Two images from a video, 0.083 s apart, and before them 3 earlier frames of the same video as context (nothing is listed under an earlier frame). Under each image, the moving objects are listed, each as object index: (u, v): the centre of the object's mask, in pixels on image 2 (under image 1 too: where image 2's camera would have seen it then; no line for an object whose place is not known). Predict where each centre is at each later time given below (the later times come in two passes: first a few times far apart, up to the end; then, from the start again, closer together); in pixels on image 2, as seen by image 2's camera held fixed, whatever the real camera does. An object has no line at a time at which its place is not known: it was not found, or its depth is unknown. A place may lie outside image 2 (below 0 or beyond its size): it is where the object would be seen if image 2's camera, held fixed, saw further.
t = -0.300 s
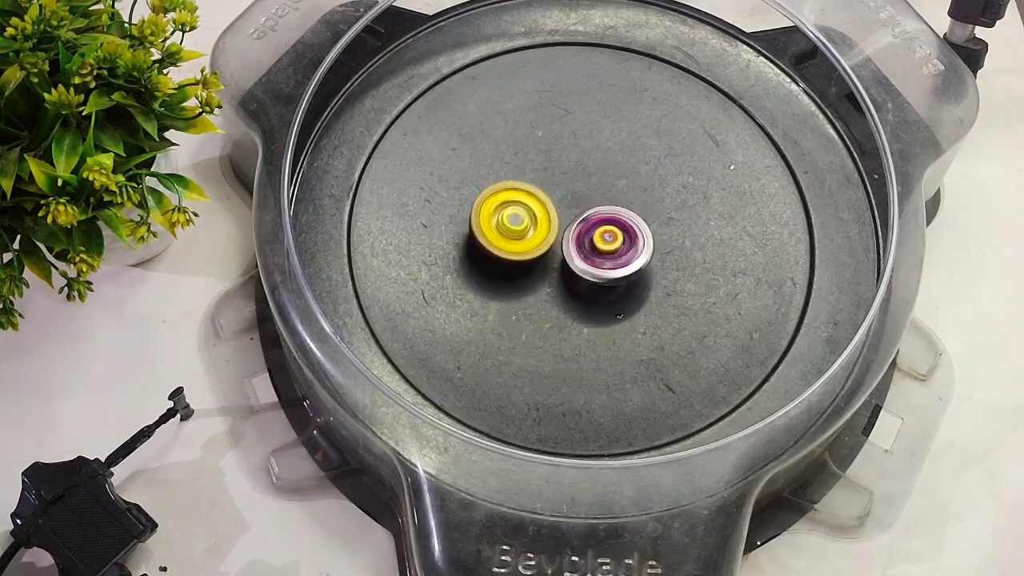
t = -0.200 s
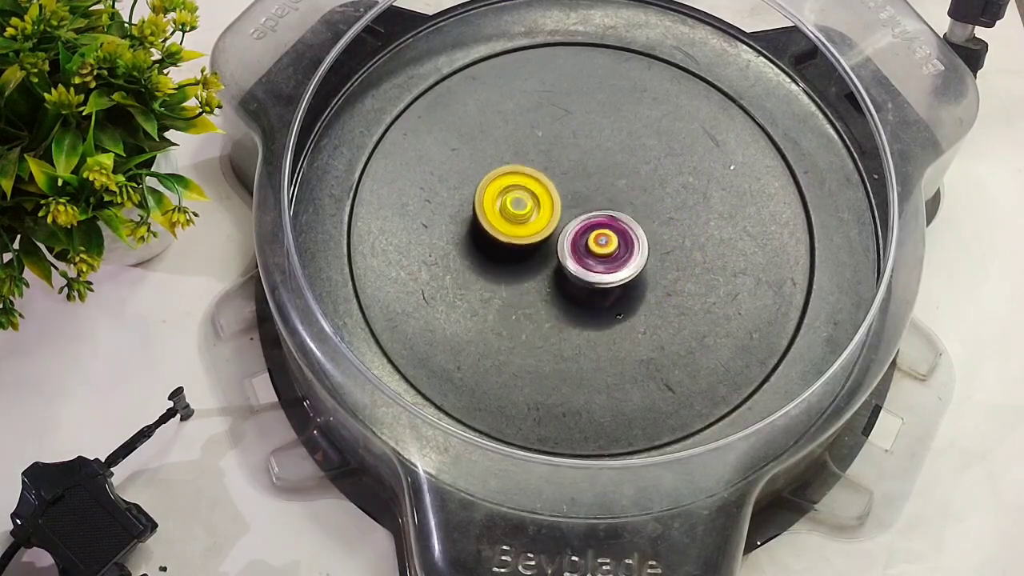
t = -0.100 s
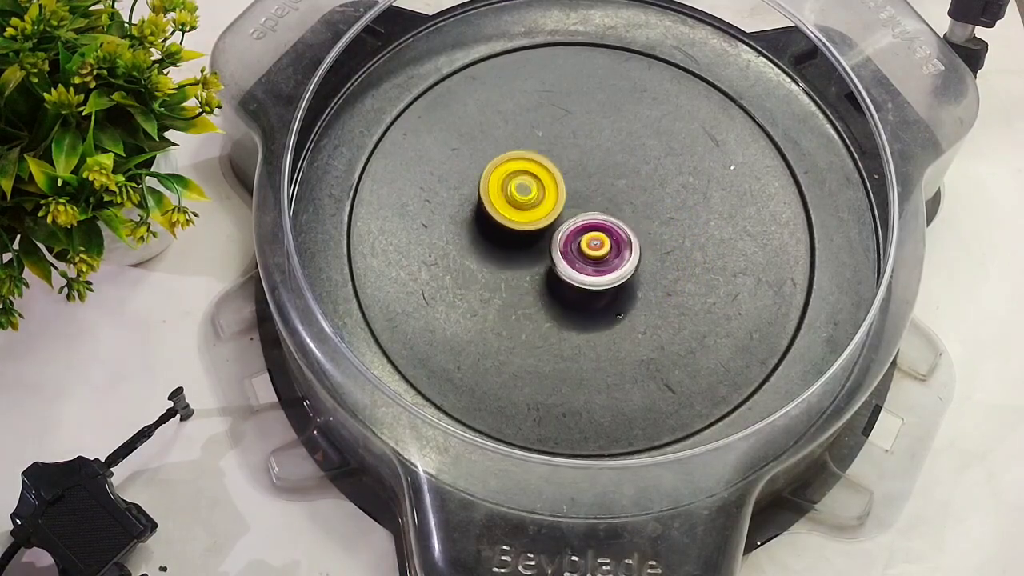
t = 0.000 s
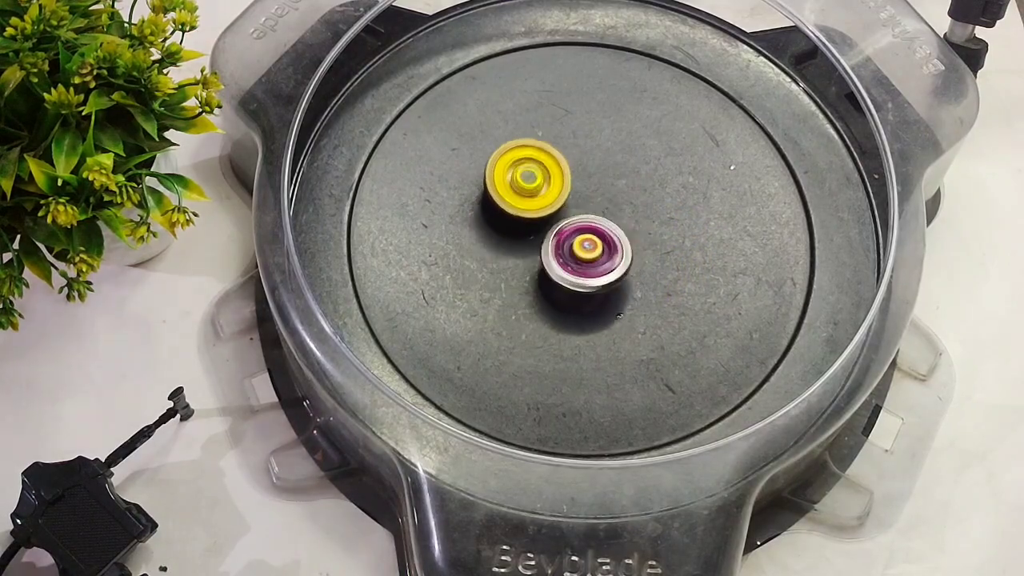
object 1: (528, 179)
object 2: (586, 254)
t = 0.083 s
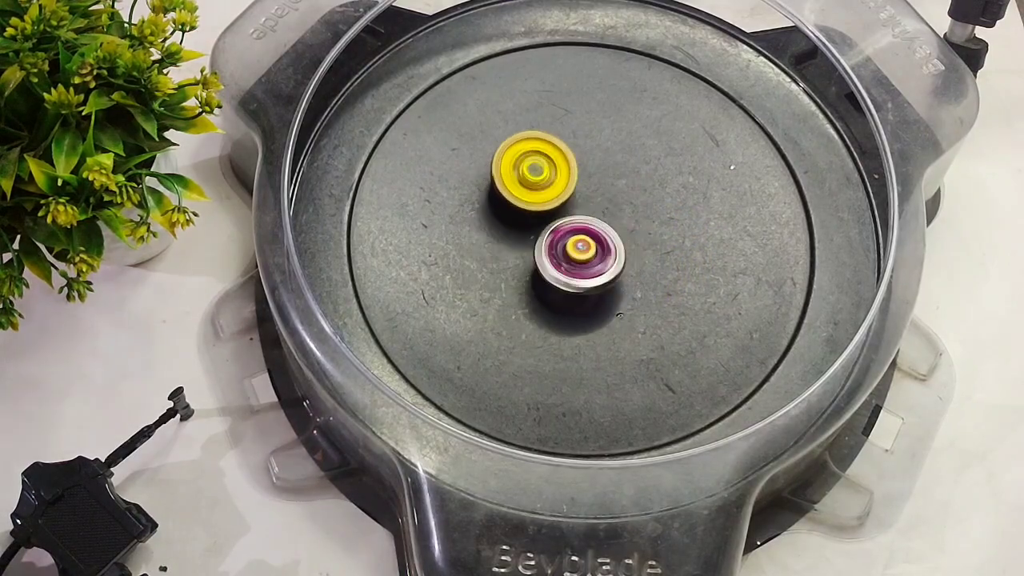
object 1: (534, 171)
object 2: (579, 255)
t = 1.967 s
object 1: (676, 296)
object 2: (553, 194)
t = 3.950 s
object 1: (662, 294)
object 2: (571, 158)
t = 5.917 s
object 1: (521, 189)
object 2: (603, 275)
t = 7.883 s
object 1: (574, 230)
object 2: (618, 155)
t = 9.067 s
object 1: (566, 324)
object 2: (592, 142)
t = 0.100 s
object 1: (535, 170)
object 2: (579, 254)
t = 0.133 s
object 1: (539, 168)
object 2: (575, 255)
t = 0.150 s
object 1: (541, 167)
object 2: (575, 254)
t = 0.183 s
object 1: (544, 165)
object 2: (573, 254)
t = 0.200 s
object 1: (546, 165)
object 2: (571, 254)
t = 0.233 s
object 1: (550, 163)
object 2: (569, 253)
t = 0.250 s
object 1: (552, 163)
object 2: (567, 254)
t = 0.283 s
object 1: (556, 162)
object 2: (564, 254)
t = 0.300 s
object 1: (558, 162)
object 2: (563, 254)
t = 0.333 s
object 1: (562, 162)
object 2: (560, 253)
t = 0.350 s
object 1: (565, 162)
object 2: (559, 251)
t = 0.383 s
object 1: (569, 162)
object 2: (556, 250)
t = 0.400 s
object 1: (572, 162)
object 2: (554, 248)
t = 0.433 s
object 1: (576, 163)
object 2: (552, 246)
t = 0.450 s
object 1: (579, 163)
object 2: (551, 245)
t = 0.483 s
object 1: (584, 163)
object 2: (550, 242)
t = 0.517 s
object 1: (588, 164)
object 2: (550, 240)
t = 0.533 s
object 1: (591, 164)
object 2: (549, 240)
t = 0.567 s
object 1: (596, 165)
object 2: (548, 237)
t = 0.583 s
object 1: (598, 166)
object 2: (548, 236)
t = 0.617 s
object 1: (603, 167)
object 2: (547, 235)
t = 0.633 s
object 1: (605, 167)
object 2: (547, 234)
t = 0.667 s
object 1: (610, 169)
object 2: (546, 232)
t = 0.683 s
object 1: (612, 169)
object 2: (547, 231)
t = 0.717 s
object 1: (616, 171)
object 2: (547, 230)
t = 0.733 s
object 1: (619, 172)
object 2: (547, 229)
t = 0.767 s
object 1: (623, 175)
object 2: (547, 227)
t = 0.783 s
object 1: (625, 176)
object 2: (547, 226)
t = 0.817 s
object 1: (628, 178)
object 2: (548, 224)
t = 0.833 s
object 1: (630, 179)
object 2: (548, 224)
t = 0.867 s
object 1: (633, 182)
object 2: (548, 220)
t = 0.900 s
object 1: (637, 185)
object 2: (549, 219)
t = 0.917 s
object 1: (638, 186)
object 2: (550, 219)
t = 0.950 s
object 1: (641, 189)
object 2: (551, 217)
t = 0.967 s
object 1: (642, 191)
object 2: (552, 215)
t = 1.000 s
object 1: (645, 195)
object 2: (554, 214)
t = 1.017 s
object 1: (646, 196)
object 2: (554, 212)
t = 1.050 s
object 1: (648, 200)
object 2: (556, 210)
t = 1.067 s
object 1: (649, 202)
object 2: (557, 210)
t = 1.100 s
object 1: (653, 206)
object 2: (553, 209)
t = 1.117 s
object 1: (657, 208)
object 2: (551, 208)
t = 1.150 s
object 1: (662, 212)
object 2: (549, 205)
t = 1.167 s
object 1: (664, 214)
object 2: (550, 204)
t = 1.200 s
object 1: (668, 217)
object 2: (550, 205)
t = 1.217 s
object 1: (669, 218)
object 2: (550, 204)
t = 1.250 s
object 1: (672, 221)
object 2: (551, 203)
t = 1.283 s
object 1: (673, 224)
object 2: (553, 204)
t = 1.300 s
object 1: (674, 225)
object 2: (553, 204)
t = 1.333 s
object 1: (674, 227)
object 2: (555, 204)
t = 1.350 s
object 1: (674, 228)
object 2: (556, 204)
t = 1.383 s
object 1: (674, 230)
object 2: (558, 204)
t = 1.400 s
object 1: (673, 231)
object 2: (559, 205)
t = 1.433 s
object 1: (672, 234)
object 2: (561, 205)
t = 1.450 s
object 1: (671, 235)
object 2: (562, 204)
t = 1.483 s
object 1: (669, 238)
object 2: (565, 205)
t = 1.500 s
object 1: (667, 239)
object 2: (566, 205)
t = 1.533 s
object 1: (664, 242)
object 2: (568, 205)
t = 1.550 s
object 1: (662, 243)
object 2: (569, 206)
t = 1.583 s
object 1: (657, 246)
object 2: (572, 206)
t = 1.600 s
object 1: (655, 248)
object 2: (574, 206)
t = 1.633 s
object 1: (665, 262)
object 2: (562, 196)
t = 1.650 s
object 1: (668, 269)
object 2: (557, 189)
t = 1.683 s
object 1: (674, 278)
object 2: (551, 180)
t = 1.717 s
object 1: (678, 283)
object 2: (550, 175)
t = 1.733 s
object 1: (679, 285)
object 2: (550, 175)
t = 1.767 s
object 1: (681, 289)
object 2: (550, 176)
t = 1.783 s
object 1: (682, 290)
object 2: (550, 178)
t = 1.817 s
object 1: (683, 292)
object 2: (550, 180)
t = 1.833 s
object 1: (683, 293)
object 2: (551, 180)
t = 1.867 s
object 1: (683, 294)
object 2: (552, 185)
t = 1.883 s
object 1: (683, 295)
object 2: (551, 187)
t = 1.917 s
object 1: (681, 295)
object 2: (551, 190)
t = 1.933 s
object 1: (680, 296)
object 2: (552, 192)
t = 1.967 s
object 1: (676, 296)
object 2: (553, 194)
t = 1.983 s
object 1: (674, 296)
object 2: (554, 196)
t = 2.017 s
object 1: (670, 296)
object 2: (556, 201)
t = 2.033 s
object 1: (667, 296)
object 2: (556, 202)
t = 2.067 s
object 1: (661, 295)
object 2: (558, 204)
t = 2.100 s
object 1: (654, 294)
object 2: (560, 207)
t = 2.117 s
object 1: (650, 294)
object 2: (561, 209)
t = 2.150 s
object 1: (642, 292)
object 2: (563, 213)
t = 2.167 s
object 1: (637, 292)
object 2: (565, 215)
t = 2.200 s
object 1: (629, 290)
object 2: (567, 216)
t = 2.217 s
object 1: (624, 289)
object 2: (569, 217)
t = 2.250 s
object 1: (625, 306)
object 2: (563, 198)
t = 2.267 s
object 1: (628, 322)
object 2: (555, 179)
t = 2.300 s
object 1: (634, 347)
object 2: (543, 146)
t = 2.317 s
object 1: (636, 355)
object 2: (539, 133)
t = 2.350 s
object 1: (638, 365)
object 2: (533, 115)
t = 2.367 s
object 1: (639, 367)
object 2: (529, 111)
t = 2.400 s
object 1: (642, 370)
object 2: (525, 107)
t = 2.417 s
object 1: (643, 372)
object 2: (523, 108)
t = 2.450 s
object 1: (645, 372)
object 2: (519, 110)
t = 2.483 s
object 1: (647, 372)
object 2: (516, 113)
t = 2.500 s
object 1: (647, 371)
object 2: (515, 114)
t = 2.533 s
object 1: (647, 368)
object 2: (512, 116)
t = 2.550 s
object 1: (646, 366)
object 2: (510, 118)
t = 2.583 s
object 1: (644, 361)
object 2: (507, 121)
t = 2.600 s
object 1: (642, 358)
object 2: (506, 123)
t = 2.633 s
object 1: (638, 352)
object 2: (503, 127)
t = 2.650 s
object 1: (636, 348)
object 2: (502, 128)
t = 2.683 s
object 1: (631, 340)
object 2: (500, 132)
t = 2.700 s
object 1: (627, 337)
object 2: (500, 134)
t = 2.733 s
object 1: (621, 329)
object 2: (499, 137)
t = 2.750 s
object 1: (618, 325)
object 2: (499, 138)
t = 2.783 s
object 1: (612, 317)
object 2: (499, 143)
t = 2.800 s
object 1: (608, 312)
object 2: (499, 145)
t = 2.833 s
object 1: (601, 305)
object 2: (500, 151)
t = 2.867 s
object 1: (594, 297)
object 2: (503, 157)
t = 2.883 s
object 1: (591, 293)
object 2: (504, 160)
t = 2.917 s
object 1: (584, 285)
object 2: (507, 166)
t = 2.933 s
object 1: (582, 281)
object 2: (508, 169)
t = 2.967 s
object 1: (575, 273)
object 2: (512, 175)
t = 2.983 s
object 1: (572, 268)
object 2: (514, 178)
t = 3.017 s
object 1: (565, 261)
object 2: (518, 184)
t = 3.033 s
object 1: (562, 259)
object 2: (520, 184)
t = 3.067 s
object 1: (565, 268)
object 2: (517, 170)
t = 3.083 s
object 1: (565, 271)
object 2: (518, 166)
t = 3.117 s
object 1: (562, 270)
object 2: (522, 160)
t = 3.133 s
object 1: (561, 268)
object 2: (524, 160)
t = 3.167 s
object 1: (559, 263)
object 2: (528, 161)
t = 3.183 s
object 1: (558, 260)
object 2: (529, 163)
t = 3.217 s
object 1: (555, 254)
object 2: (531, 166)
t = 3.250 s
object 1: (554, 255)
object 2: (532, 165)
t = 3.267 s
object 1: (554, 278)
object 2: (534, 137)
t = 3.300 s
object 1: (557, 317)
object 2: (538, 88)
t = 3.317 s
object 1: (558, 333)
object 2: (540, 68)
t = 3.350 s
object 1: (563, 358)
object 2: (545, 36)
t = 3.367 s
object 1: (565, 367)
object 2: (549, 32)
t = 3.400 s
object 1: (572, 375)
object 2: (556, 31)
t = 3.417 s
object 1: (578, 377)
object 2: (558, 33)
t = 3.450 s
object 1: (587, 379)
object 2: (562, 43)
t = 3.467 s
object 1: (592, 379)
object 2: (562, 48)
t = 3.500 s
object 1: (601, 380)
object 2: (561, 63)
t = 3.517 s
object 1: (605, 379)
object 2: (560, 70)
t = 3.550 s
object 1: (614, 377)
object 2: (557, 83)
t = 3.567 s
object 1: (618, 376)
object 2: (556, 88)
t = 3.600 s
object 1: (626, 373)
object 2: (556, 97)
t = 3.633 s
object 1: (633, 369)
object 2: (557, 103)
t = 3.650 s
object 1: (636, 367)
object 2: (559, 106)
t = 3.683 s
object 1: (642, 361)
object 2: (561, 110)
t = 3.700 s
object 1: (645, 357)
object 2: (561, 112)
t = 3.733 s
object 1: (650, 351)
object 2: (562, 117)
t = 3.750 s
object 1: (652, 347)
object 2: (563, 120)
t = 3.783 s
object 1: (656, 339)
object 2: (565, 126)
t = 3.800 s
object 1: (657, 335)
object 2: (565, 129)
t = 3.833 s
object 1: (660, 326)
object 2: (566, 136)
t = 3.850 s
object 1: (660, 322)
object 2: (568, 138)
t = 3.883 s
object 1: (661, 313)
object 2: (569, 145)
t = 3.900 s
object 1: (662, 308)
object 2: (569, 149)
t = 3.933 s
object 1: (662, 299)
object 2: (571, 156)
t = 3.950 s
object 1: (662, 294)
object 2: (571, 158)
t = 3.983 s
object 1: (662, 284)
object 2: (572, 166)
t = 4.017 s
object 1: (660, 273)
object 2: (573, 173)
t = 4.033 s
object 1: (660, 269)
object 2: (574, 176)
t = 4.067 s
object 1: (658, 259)
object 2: (575, 183)
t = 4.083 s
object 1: (657, 254)
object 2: (574, 186)
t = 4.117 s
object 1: (655, 244)
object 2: (574, 194)
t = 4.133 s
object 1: (656, 241)
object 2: (574, 197)
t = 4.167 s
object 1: (670, 243)
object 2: (553, 190)
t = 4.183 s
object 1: (674, 243)
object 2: (544, 189)
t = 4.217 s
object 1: (677, 239)
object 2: (531, 190)
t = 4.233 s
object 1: (678, 235)
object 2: (527, 190)
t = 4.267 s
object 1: (680, 228)
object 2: (521, 198)
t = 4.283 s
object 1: (681, 225)
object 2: (520, 201)
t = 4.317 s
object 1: (682, 217)
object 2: (515, 210)
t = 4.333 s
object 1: (683, 214)
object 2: (513, 214)
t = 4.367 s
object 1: (683, 207)
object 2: (509, 225)
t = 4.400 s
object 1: (683, 201)
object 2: (508, 235)
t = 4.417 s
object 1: (682, 198)
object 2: (508, 240)
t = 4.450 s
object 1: (681, 192)
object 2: (509, 247)
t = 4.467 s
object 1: (680, 189)
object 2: (510, 251)
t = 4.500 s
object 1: (679, 184)
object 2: (513, 256)
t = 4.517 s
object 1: (678, 181)
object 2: (513, 257)
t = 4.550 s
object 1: (675, 176)
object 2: (514, 261)
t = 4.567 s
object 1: (674, 174)
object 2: (515, 262)
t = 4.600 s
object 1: (670, 170)
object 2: (516, 266)
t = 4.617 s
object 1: (668, 168)
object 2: (516, 269)
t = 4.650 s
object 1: (664, 164)
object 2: (519, 272)
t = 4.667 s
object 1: (662, 162)
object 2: (519, 273)
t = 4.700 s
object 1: (658, 160)
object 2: (521, 274)
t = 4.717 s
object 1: (655, 158)
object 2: (523, 275)
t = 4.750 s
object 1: (649, 156)
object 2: (524, 274)
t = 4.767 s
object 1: (647, 155)
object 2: (525, 276)
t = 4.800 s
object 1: (641, 154)
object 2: (526, 277)
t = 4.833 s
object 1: (635, 153)
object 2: (528, 277)
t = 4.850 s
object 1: (631, 153)
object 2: (528, 277)
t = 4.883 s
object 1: (625, 153)
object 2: (530, 277)
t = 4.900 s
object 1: (622, 153)
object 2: (531, 275)
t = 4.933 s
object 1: (615, 154)
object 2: (531, 275)
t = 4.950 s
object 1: (611, 155)
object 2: (531, 276)
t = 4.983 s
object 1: (605, 157)
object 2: (533, 276)
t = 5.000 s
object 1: (602, 157)
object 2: (533, 275)
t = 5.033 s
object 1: (595, 160)
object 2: (534, 273)
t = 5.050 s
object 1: (591, 162)
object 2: (536, 272)
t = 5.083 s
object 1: (584, 165)
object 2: (537, 269)
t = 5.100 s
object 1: (581, 165)
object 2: (538, 269)
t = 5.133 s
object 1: (575, 169)
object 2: (540, 267)
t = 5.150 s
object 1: (571, 171)
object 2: (541, 265)
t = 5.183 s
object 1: (565, 176)
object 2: (544, 263)
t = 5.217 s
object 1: (559, 180)
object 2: (546, 261)
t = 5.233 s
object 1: (560, 171)
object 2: (545, 271)
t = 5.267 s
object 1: (561, 154)
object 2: (542, 293)
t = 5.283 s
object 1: (561, 149)
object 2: (541, 301)
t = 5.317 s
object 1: (560, 142)
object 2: (542, 310)
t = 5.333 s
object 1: (558, 141)
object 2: (543, 312)
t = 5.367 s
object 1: (552, 141)
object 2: (545, 312)
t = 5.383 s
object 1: (550, 140)
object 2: (548, 312)
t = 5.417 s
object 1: (545, 140)
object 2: (551, 311)
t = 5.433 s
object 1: (542, 140)
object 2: (554, 311)
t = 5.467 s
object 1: (537, 140)
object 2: (558, 310)
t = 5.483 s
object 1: (536, 140)
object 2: (560, 309)
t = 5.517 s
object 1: (533, 142)
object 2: (563, 307)
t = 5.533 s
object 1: (531, 142)
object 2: (566, 306)
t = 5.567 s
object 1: (527, 144)
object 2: (570, 304)
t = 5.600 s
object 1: (525, 146)
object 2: (574, 302)
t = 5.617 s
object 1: (523, 148)
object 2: (577, 301)
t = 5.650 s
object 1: (521, 150)
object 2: (580, 298)
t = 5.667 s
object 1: (520, 152)
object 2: (581, 298)
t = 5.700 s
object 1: (518, 156)
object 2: (585, 296)
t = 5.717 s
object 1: (518, 158)
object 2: (587, 294)
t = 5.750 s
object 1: (517, 162)
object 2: (590, 292)
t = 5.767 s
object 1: (517, 165)
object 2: (592, 289)
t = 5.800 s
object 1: (517, 170)
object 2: (594, 286)
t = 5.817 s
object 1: (517, 173)
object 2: (595, 286)
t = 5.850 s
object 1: (518, 178)
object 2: (599, 282)
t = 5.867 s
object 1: (519, 181)
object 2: (599, 280)
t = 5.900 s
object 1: (520, 186)
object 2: (601, 277)
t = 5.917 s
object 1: (521, 189)
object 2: (603, 275)
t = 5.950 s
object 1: (524, 195)
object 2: (605, 273)
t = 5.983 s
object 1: (526, 201)
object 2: (607, 269)
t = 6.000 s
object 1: (527, 204)
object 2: (608, 268)
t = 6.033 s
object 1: (530, 210)
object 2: (609, 265)
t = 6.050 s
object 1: (532, 213)
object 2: (610, 264)
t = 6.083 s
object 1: (533, 216)
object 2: (616, 264)
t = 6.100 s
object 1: (534, 218)
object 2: (618, 263)
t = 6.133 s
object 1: (537, 223)
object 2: (620, 262)
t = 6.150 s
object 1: (535, 223)
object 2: (627, 263)
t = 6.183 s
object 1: (529, 222)
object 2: (643, 269)
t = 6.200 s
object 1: (529, 223)
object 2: (648, 270)
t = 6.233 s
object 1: (528, 226)
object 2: (655, 269)
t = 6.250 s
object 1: (528, 228)
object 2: (656, 269)
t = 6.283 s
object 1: (527, 232)
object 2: (660, 268)
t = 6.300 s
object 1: (527, 233)
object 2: (661, 266)
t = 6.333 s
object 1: (527, 236)
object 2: (664, 263)
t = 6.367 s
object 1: (527, 239)
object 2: (666, 261)
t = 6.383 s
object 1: (528, 241)
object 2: (667, 260)
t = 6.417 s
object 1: (529, 244)
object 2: (668, 258)
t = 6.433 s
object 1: (529, 245)
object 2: (669, 257)
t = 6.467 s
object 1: (530, 248)
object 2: (669, 256)
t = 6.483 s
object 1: (532, 249)
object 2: (669, 256)
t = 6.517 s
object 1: (533, 252)
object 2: (669, 255)
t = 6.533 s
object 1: (534, 253)
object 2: (668, 254)
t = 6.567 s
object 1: (537, 255)
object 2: (667, 253)
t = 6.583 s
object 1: (538, 256)
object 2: (667, 251)
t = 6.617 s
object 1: (541, 258)
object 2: (666, 251)
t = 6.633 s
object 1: (542, 259)
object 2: (667, 250)
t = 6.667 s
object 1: (546, 260)
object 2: (665, 248)
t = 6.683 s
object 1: (547, 261)
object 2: (664, 249)
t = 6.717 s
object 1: (550, 262)
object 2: (663, 248)
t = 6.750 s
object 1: (555, 263)
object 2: (660, 245)
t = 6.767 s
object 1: (556, 263)
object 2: (658, 245)
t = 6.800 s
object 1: (560, 264)
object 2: (656, 245)
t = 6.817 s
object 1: (563, 264)
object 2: (654, 244)
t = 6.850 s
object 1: (544, 264)
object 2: (679, 238)
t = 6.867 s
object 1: (536, 264)
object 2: (689, 235)
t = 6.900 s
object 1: (528, 263)
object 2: (704, 232)
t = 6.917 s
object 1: (527, 264)
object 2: (709, 228)
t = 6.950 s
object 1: (525, 265)
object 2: (711, 225)
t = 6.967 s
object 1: (525, 267)
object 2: (710, 225)
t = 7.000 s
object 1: (524, 267)
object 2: (707, 220)
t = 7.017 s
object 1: (523, 268)
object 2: (705, 220)
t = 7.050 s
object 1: (522, 269)
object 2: (701, 217)
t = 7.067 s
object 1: (522, 269)
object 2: (699, 215)
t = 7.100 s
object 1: (522, 269)
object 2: (695, 213)
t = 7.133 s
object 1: (522, 270)
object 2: (692, 211)
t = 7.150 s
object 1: (523, 269)
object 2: (690, 210)
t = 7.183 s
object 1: (524, 269)
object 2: (686, 208)
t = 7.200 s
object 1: (524, 268)
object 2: (684, 207)
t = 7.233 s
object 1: (526, 268)
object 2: (681, 205)
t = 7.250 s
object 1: (527, 267)
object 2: (679, 203)
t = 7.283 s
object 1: (529, 265)
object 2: (674, 202)
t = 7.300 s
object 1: (531, 264)
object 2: (674, 201)
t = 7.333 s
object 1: (534, 262)
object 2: (668, 198)
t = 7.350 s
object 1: (535, 261)
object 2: (665, 198)
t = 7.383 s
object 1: (539, 258)
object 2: (662, 196)
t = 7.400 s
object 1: (540, 257)
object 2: (658, 196)
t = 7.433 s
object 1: (544, 254)
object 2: (653, 195)
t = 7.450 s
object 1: (546, 252)
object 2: (650, 194)
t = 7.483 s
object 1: (550, 249)
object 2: (645, 191)
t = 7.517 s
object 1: (554, 246)
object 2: (639, 191)
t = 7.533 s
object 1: (556, 245)
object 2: (637, 190)
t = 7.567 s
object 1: (560, 241)
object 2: (632, 189)
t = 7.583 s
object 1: (561, 240)
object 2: (630, 187)
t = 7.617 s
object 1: (558, 239)
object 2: (633, 182)
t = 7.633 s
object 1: (558, 239)
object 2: (633, 180)
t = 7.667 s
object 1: (561, 237)
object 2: (629, 178)
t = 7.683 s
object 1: (562, 236)
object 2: (628, 178)
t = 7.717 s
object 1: (565, 234)
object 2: (624, 174)
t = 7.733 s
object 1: (565, 234)
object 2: (623, 172)
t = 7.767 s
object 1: (565, 234)
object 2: (625, 166)
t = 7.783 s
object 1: (567, 233)
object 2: (624, 162)
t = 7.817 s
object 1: (569, 232)
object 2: (622, 161)
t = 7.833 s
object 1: (570, 231)
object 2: (621, 159)
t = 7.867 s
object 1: (573, 231)
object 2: (618, 156)
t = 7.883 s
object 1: (574, 230)
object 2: (618, 155)
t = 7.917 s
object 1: (577, 229)
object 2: (616, 154)
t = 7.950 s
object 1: (579, 228)
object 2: (615, 153)
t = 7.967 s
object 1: (580, 227)
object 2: (615, 153)
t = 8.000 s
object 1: (581, 230)
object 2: (615, 149)
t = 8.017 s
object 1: (577, 237)
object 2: (621, 137)
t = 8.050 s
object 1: (572, 246)
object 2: (629, 123)
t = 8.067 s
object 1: (571, 249)
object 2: (631, 118)
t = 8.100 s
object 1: (571, 252)
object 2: (633, 115)
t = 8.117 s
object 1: (572, 254)
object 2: (633, 115)
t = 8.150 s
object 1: (572, 258)
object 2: (632, 113)
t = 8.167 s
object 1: (573, 260)
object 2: (632, 114)
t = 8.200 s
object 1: (573, 263)
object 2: (631, 112)
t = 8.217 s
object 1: (574, 265)
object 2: (631, 113)
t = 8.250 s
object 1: (574, 268)
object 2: (631, 113)
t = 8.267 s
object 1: (575, 269)
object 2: (630, 113)
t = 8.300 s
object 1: (575, 271)
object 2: (630, 115)
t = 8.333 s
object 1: (576, 272)
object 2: (629, 116)
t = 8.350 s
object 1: (576, 273)
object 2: (627, 118)
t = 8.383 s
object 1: (577, 274)
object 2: (627, 119)
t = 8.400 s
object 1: (577, 275)
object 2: (625, 120)
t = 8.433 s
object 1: (578, 275)
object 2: (625, 123)
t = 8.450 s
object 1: (578, 276)
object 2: (624, 123)
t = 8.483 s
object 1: (579, 276)
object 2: (622, 128)
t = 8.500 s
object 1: (579, 276)
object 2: (622, 129)
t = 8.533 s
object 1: (580, 276)
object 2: (619, 133)
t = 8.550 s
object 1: (580, 275)
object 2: (618, 136)
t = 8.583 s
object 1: (581, 275)
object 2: (615, 140)
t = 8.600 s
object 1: (581, 274)
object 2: (614, 142)
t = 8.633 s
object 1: (581, 272)
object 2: (612, 148)
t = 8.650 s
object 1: (581, 272)
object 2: (610, 149)
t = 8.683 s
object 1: (581, 270)
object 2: (606, 157)
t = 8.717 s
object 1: (582, 268)
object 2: (601, 164)
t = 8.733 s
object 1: (582, 266)
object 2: (598, 168)
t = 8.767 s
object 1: (581, 263)
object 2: (593, 177)
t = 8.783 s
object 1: (581, 262)
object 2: (589, 181)
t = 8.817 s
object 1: (574, 284)
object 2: (593, 162)
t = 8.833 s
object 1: (571, 293)
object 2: (595, 152)
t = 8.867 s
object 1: (566, 305)
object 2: (601, 140)
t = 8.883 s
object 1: (565, 308)
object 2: (604, 133)
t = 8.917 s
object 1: (565, 312)
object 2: (610, 130)
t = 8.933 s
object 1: (565, 314)
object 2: (610, 128)
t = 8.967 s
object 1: (565, 317)
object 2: (609, 132)
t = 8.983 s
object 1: (566, 319)
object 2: (606, 132)
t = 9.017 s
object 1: (566, 321)
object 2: (601, 137)
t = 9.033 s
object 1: (566, 323)
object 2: (598, 137)
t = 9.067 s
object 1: (566, 324)
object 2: (592, 142)
